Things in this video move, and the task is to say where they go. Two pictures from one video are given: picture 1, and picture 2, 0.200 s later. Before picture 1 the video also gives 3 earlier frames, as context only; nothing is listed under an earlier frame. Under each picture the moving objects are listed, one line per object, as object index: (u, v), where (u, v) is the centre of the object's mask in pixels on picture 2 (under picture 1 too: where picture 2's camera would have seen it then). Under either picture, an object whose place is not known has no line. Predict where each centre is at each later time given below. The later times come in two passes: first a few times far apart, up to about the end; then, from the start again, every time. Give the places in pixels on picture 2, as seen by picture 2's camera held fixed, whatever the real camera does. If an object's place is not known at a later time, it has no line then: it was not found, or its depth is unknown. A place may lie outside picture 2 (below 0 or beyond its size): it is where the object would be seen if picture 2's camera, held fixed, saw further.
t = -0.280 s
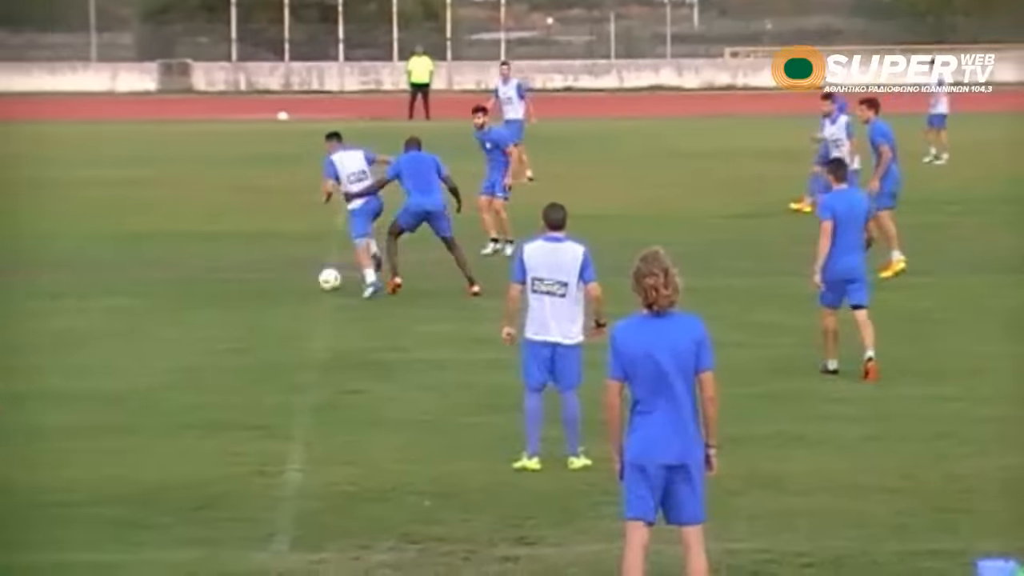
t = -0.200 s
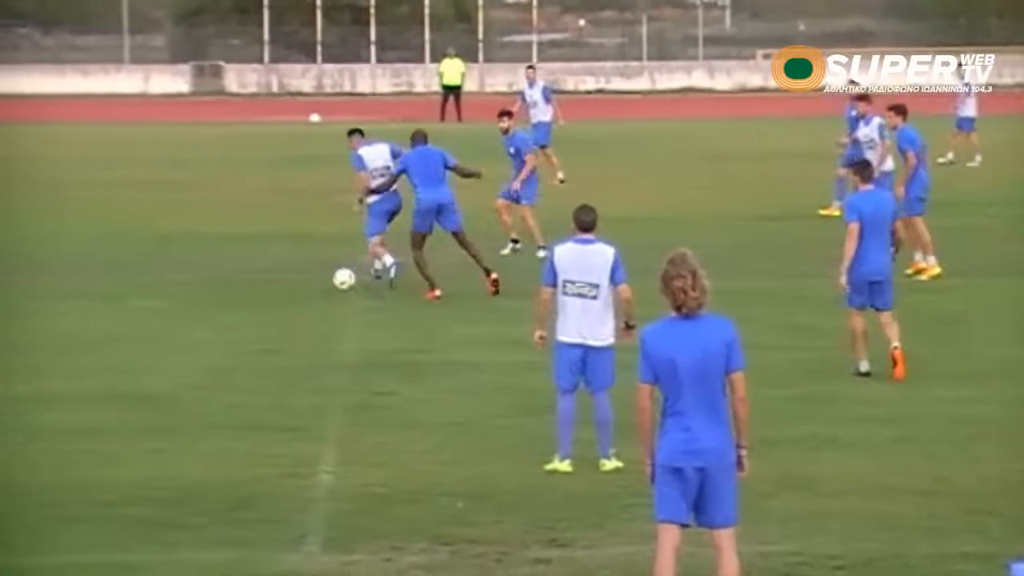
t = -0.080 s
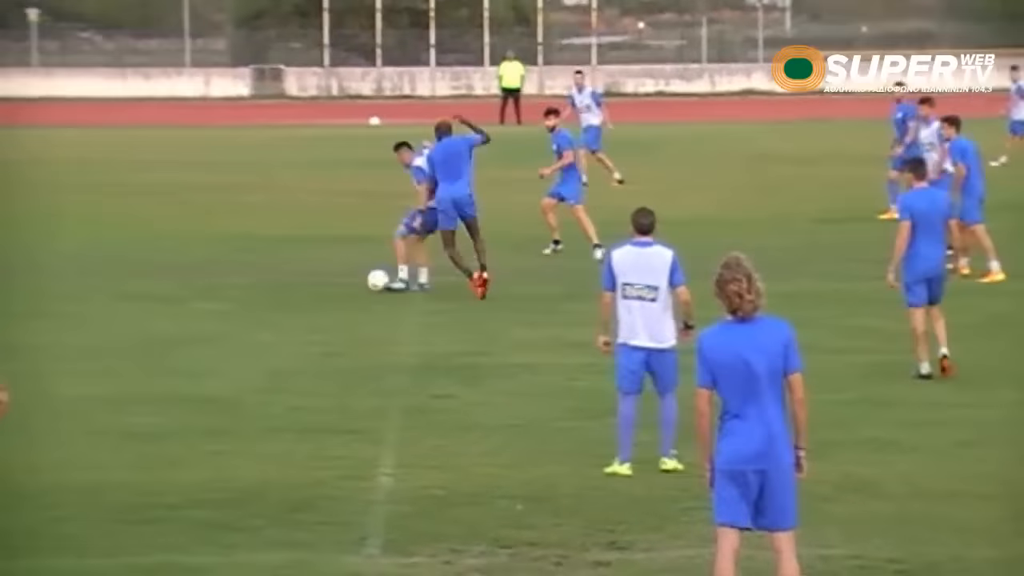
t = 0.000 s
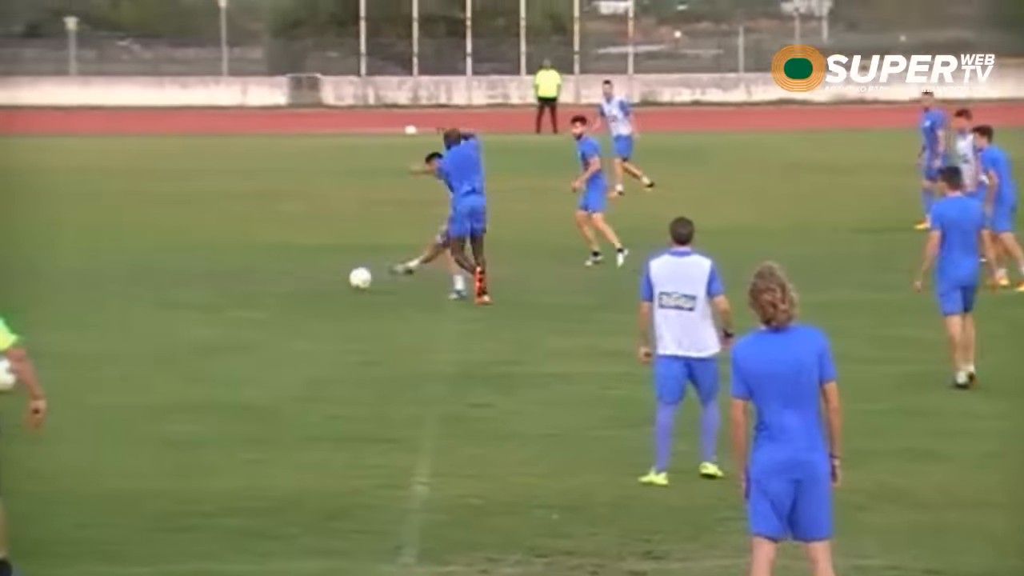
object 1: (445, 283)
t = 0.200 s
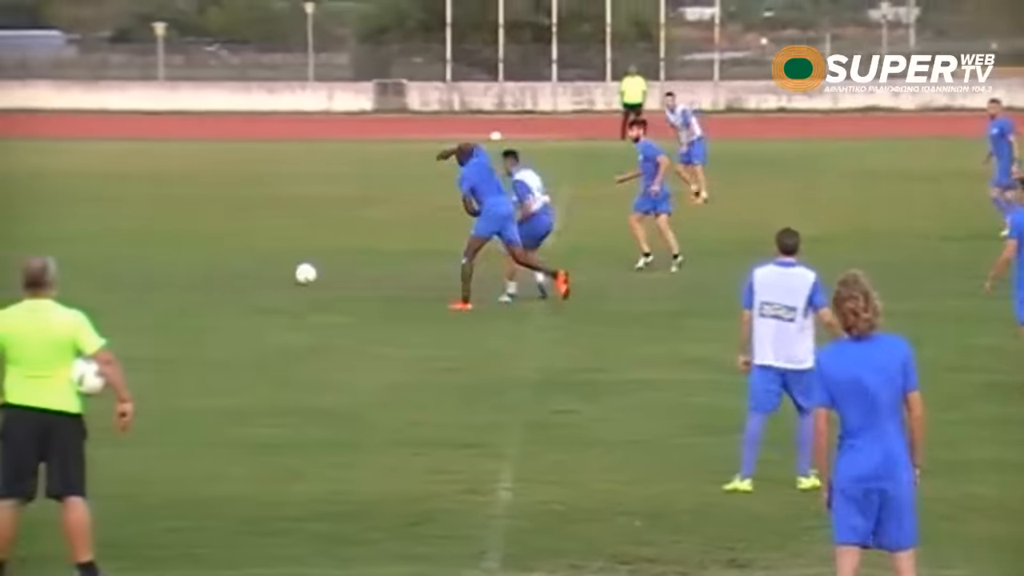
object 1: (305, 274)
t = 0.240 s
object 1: (283, 267)
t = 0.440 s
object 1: (185, 256)
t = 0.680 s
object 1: (98, 242)
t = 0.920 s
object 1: (39, 218)
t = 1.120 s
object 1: (-1, 222)
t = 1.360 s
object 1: (-40, 217)
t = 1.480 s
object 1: (-58, 209)
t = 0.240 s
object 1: (283, 267)
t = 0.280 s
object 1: (263, 261)
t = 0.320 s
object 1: (242, 257)
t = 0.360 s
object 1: (222, 255)
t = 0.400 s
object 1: (203, 254)
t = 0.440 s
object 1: (185, 256)
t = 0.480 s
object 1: (169, 254)
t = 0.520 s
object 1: (153, 249)
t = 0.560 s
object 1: (138, 245)
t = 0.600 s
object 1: (124, 242)
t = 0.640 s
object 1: (111, 241)
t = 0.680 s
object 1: (98, 242)
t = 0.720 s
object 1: (86, 240)
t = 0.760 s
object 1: (76, 233)
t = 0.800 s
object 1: (66, 227)
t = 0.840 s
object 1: (57, 223)
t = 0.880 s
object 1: (47, 220)
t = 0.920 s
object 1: (39, 218)
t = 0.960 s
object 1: (29, 219)
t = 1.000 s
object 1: (21, 220)
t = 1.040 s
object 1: (13, 224)
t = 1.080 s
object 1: (6, 227)
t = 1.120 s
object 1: (-1, 222)
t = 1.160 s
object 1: (-8, 218)
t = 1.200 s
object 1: (-15, 215)
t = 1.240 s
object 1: (-21, 214)
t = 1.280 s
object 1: (-28, 213)
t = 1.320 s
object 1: (-34, 215)
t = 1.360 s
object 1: (-40, 217)
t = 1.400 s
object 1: (-46, 218)
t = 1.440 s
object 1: (-52, 214)
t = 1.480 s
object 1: (-58, 209)
